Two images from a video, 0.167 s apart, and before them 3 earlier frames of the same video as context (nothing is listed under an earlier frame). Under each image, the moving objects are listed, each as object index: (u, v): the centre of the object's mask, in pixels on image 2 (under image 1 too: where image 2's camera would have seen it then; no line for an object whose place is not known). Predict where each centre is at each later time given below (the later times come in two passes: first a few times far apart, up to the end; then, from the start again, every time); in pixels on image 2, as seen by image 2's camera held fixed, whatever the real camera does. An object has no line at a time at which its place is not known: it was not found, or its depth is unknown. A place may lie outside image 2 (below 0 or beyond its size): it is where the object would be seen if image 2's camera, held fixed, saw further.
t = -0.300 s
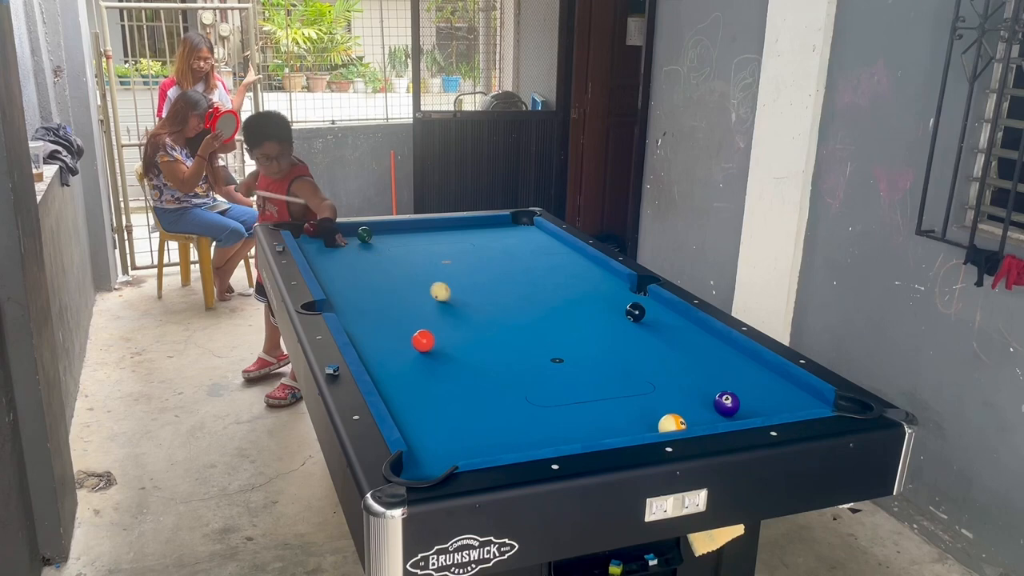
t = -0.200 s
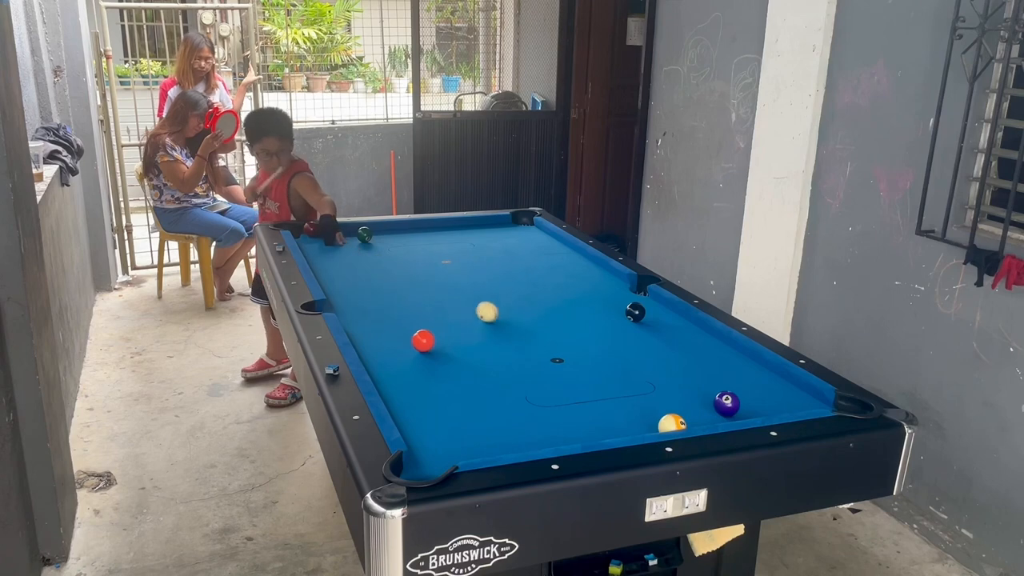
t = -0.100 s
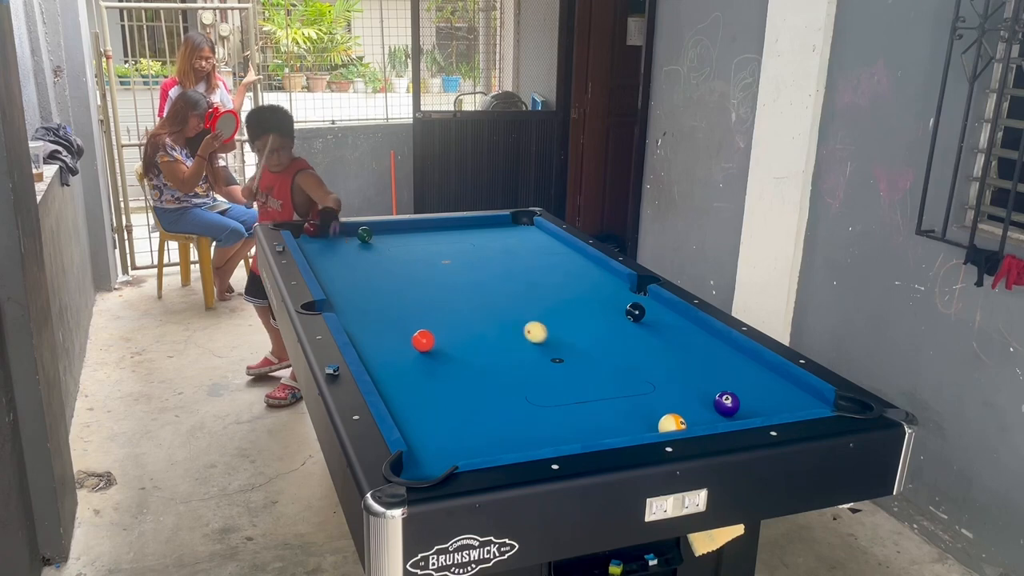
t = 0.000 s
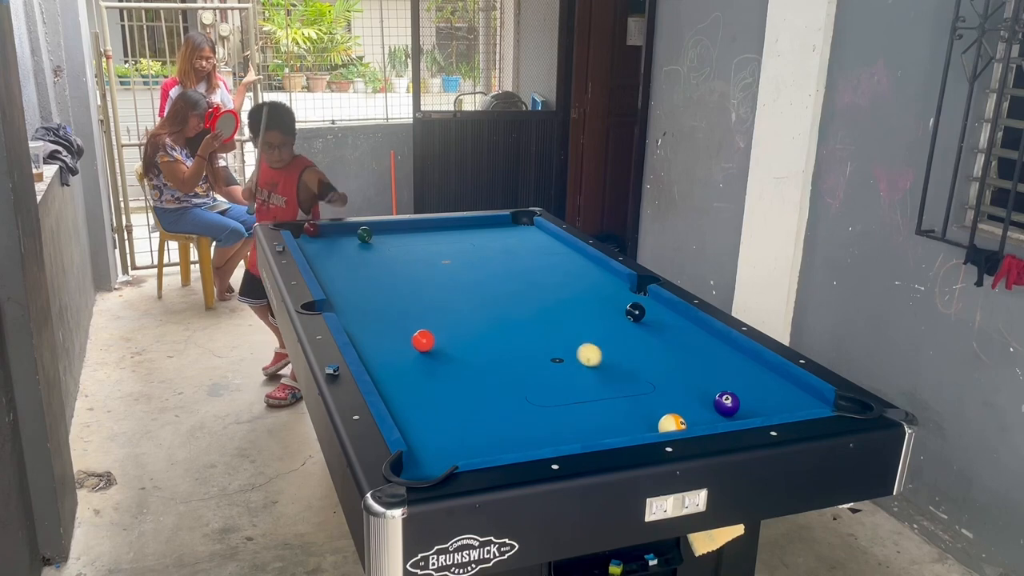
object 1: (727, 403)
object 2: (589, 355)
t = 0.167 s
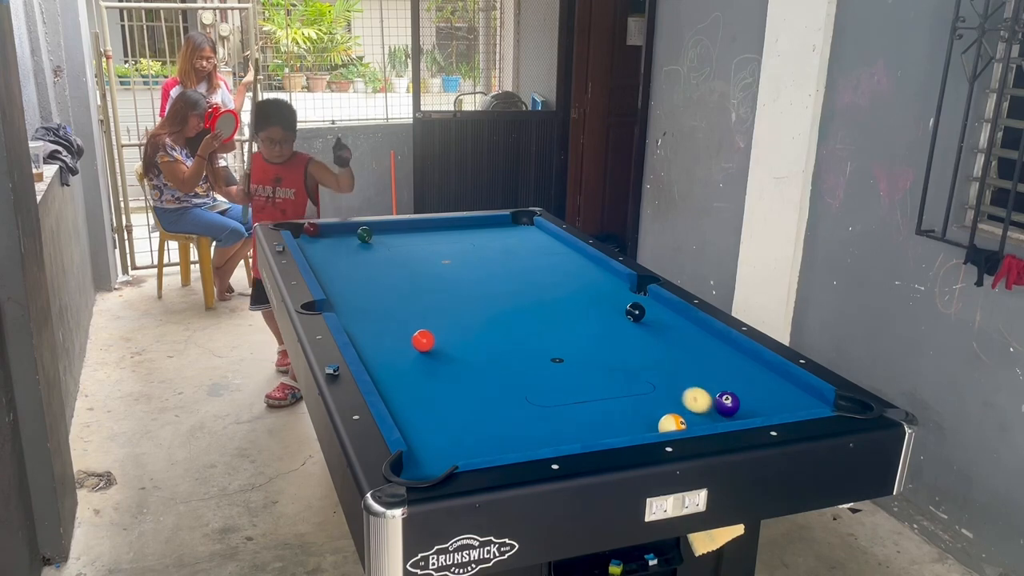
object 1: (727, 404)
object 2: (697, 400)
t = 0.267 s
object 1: (782, 405)
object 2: (707, 416)
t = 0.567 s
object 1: (835, 407)
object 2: (687, 380)
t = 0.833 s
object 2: (676, 355)
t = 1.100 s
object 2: (667, 334)
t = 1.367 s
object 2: (660, 316)
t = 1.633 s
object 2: (655, 301)
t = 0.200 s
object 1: (745, 405)
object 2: (703, 409)
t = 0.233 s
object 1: (764, 405)
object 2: (708, 416)
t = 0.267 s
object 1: (782, 405)
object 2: (707, 416)
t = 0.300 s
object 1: (799, 405)
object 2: (703, 412)
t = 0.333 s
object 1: (806, 403)
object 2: (700, 407)
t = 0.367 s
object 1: (812, 401)
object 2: (697, 403)
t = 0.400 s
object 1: (819, 400)
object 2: (695, 399)
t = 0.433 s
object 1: (825, 398)
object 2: (693, 395)
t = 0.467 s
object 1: (827, 400)
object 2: (692, 391)
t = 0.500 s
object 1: (828, 402)
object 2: (690, 387)
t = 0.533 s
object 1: (830, 404)
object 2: (688, 384)
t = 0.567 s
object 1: (835, 407)
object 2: (687, 380)
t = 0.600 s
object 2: (685, 377)
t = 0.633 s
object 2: (684, 373)
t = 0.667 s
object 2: (683, 370)
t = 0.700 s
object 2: (681, 367)
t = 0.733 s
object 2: (680, 364)
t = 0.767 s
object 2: (678, 361)
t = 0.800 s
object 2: (677, 358)
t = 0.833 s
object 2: (676, 355)
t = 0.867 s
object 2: (675, 352)
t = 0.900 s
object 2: (673, 349)
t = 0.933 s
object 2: (672, 347)
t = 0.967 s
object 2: (671, 344)
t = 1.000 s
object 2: (670, 341)
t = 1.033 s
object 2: (669, 339)
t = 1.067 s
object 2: (668, 336)
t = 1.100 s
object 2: (667, 334)
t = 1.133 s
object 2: (666, 331)
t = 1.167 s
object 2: (665, 329)
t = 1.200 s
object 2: (664, 327)
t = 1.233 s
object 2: (664, 324)
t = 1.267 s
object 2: (663, 322)
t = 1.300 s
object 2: (662, 320)
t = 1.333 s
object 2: (661, 318)
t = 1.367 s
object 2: (660, 316)
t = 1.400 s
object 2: (660, 314)
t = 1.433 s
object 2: (659, 312)
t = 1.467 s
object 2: (658, 310)
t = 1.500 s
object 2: (657, 308)
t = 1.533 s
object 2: (657, 307)
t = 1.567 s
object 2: (656, 305)
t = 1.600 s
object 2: (655, 303)
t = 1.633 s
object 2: (655, 301)
